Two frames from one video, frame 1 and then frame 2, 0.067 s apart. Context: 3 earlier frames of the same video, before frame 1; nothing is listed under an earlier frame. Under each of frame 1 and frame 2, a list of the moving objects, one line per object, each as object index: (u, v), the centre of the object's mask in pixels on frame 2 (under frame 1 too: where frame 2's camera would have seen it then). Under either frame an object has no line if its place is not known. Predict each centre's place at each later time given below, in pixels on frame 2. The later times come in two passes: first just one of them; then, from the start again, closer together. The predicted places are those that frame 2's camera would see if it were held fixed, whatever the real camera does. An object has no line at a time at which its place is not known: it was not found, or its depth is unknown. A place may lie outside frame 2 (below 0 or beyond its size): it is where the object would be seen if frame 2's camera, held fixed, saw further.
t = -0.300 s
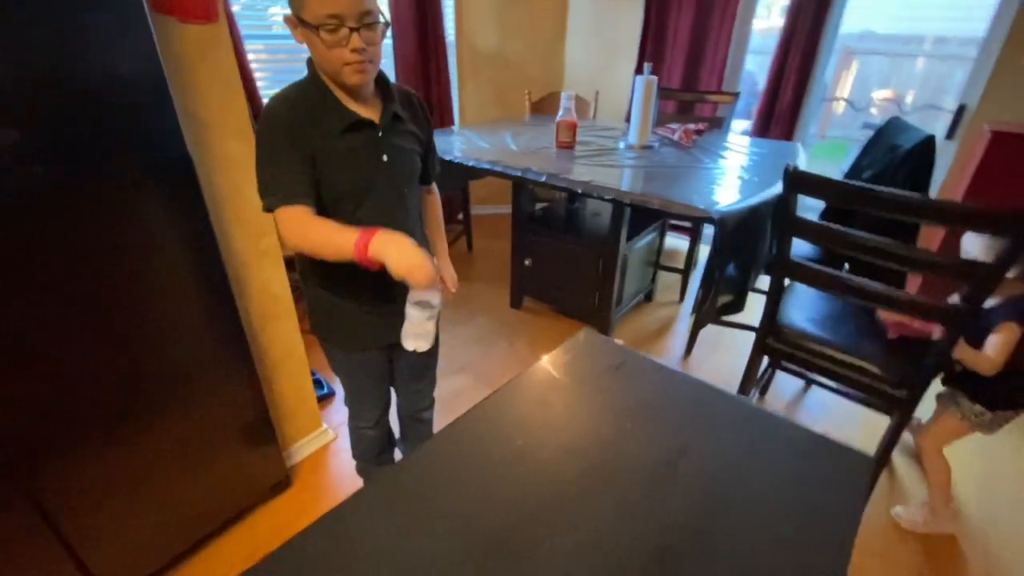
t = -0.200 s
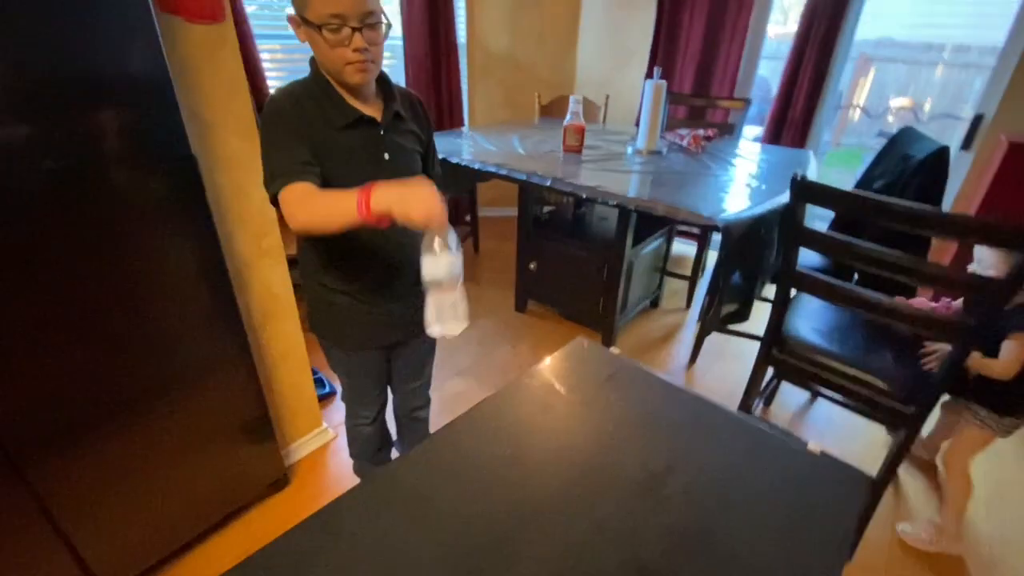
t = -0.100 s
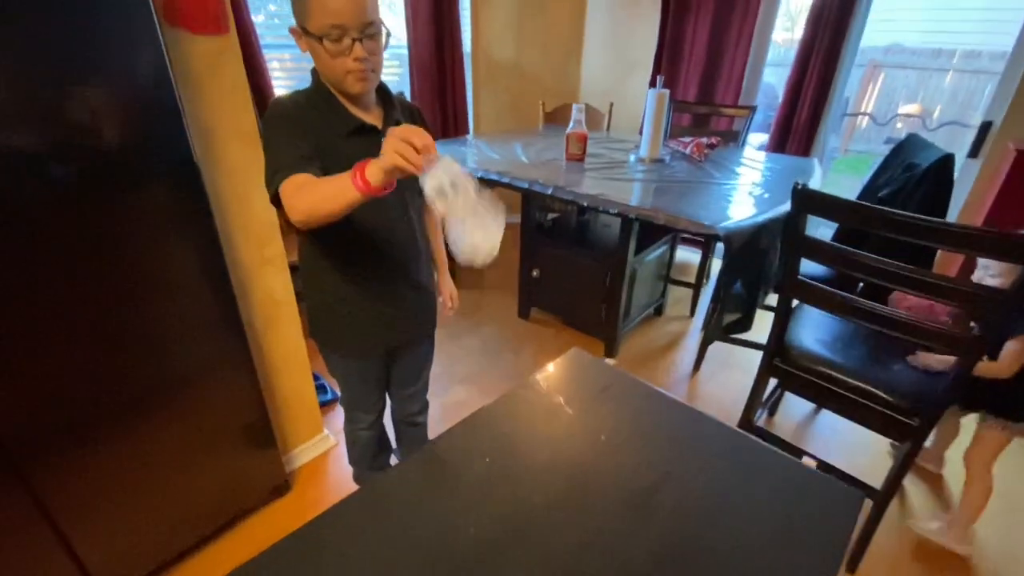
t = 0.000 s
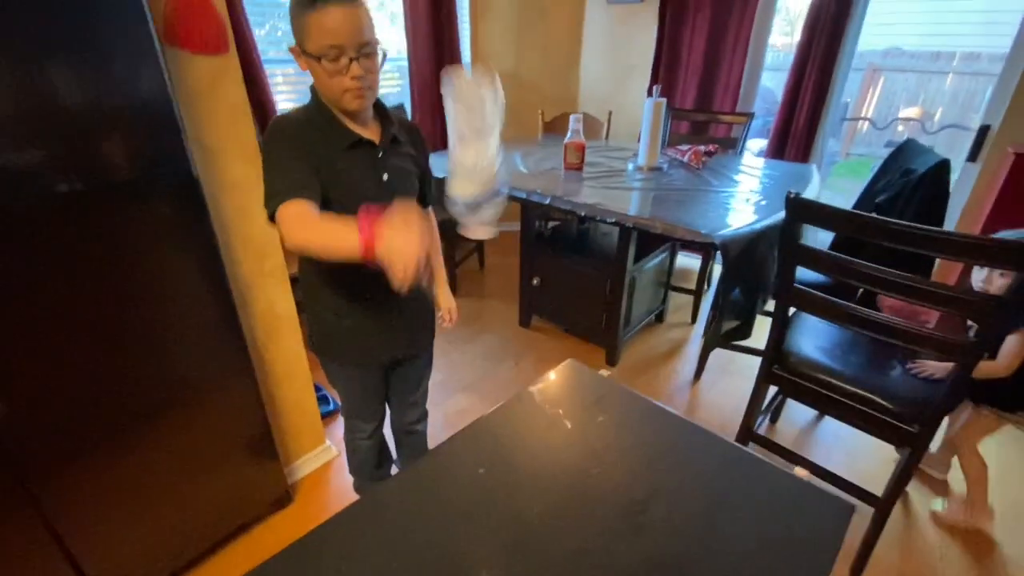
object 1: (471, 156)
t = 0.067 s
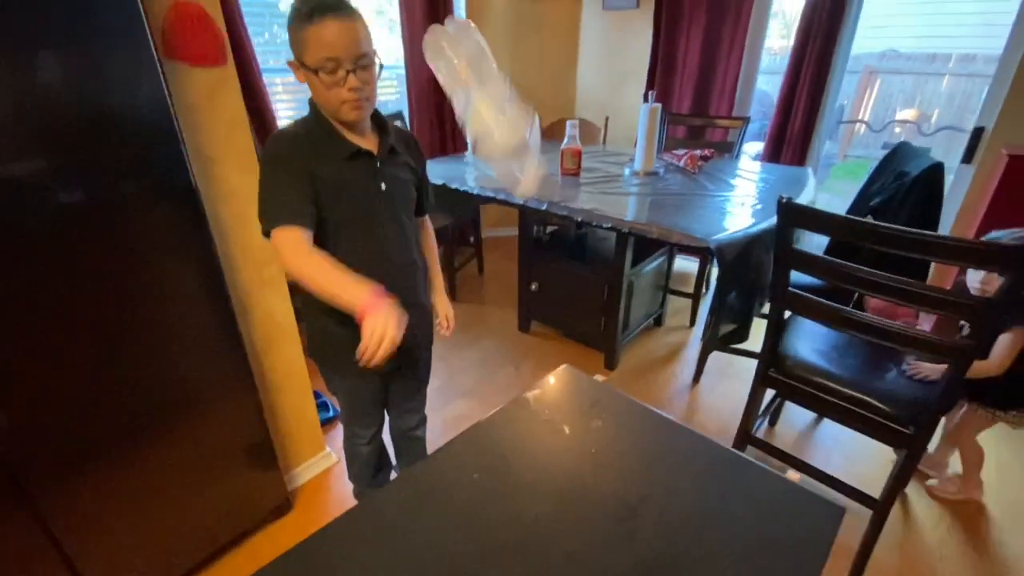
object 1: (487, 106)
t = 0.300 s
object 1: (500, 217)
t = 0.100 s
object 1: (490, 83)
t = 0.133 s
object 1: (490, 70)
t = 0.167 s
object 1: (490, 75)
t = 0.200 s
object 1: (491, 94)
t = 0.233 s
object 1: (495, 123)
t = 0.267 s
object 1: (496, 167)
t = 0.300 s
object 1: (500, 217)
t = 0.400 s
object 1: (511, 389)
